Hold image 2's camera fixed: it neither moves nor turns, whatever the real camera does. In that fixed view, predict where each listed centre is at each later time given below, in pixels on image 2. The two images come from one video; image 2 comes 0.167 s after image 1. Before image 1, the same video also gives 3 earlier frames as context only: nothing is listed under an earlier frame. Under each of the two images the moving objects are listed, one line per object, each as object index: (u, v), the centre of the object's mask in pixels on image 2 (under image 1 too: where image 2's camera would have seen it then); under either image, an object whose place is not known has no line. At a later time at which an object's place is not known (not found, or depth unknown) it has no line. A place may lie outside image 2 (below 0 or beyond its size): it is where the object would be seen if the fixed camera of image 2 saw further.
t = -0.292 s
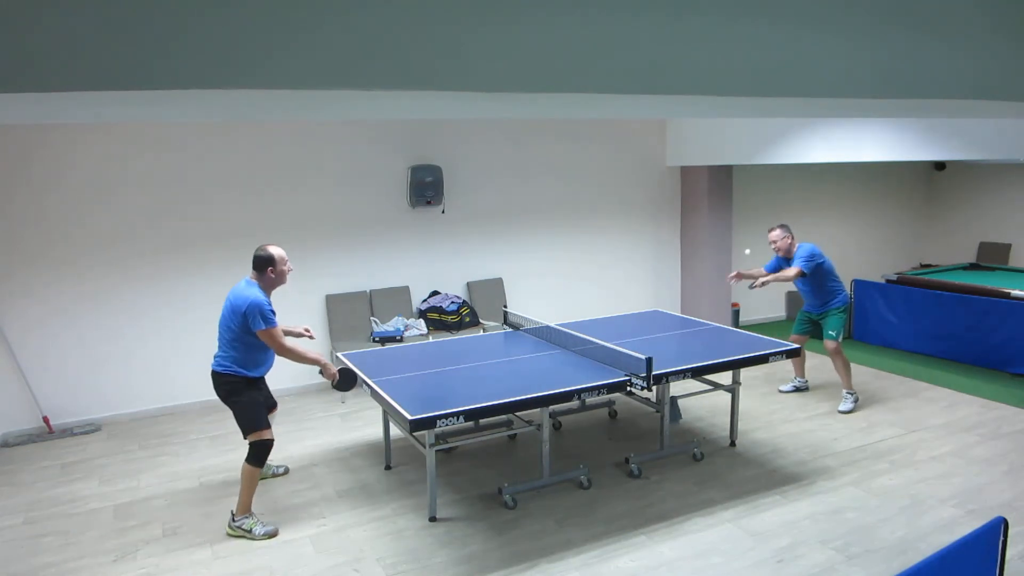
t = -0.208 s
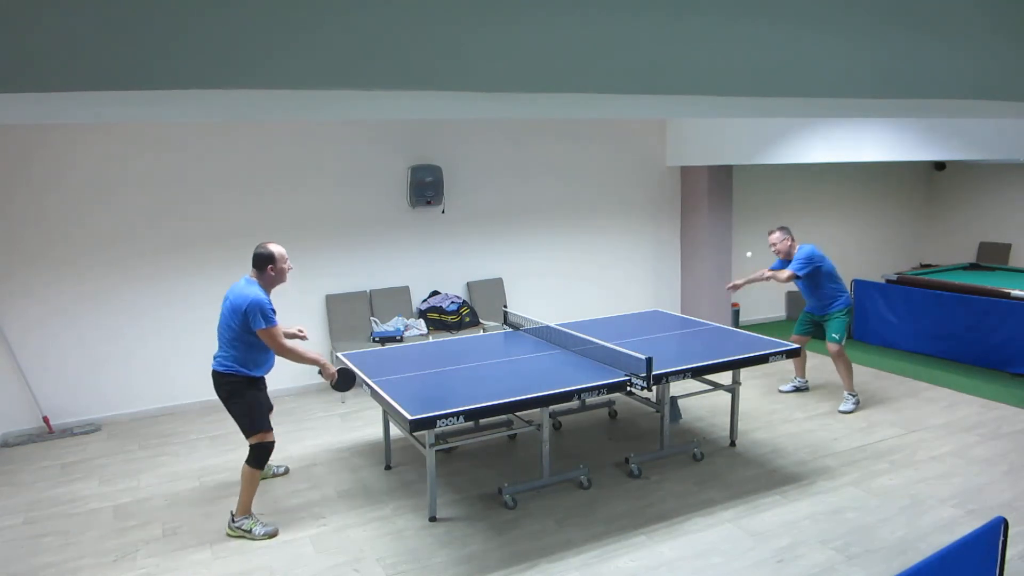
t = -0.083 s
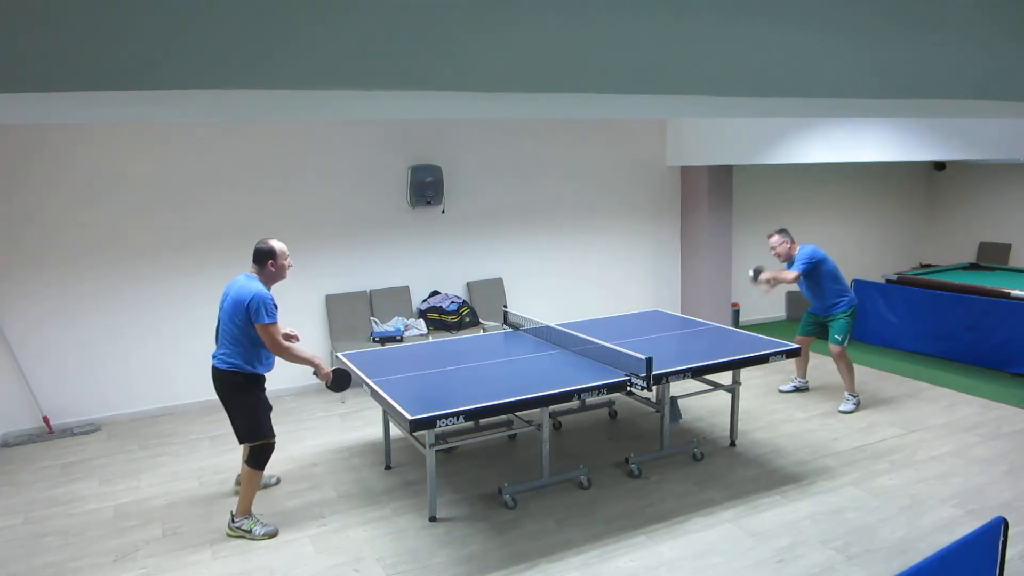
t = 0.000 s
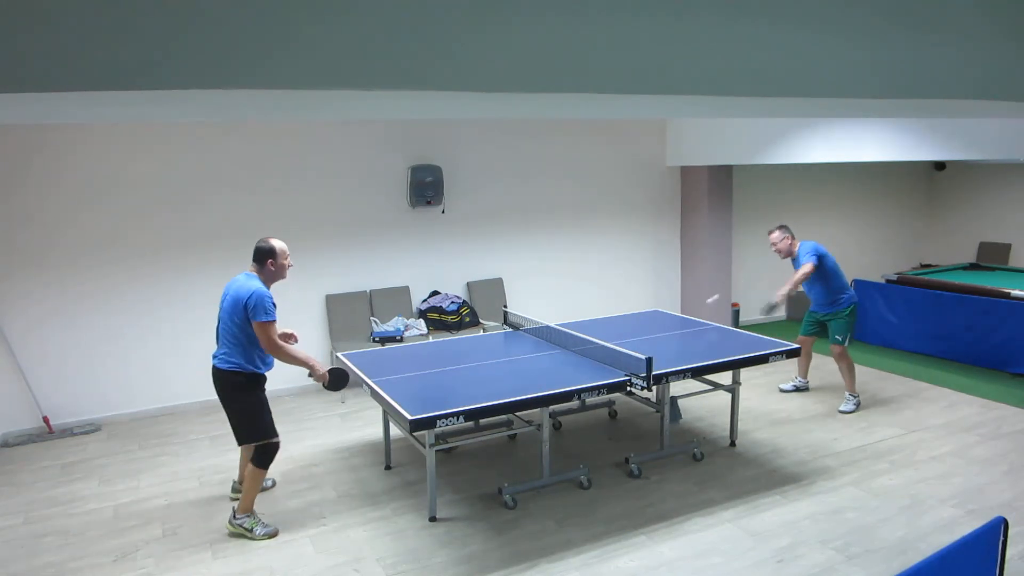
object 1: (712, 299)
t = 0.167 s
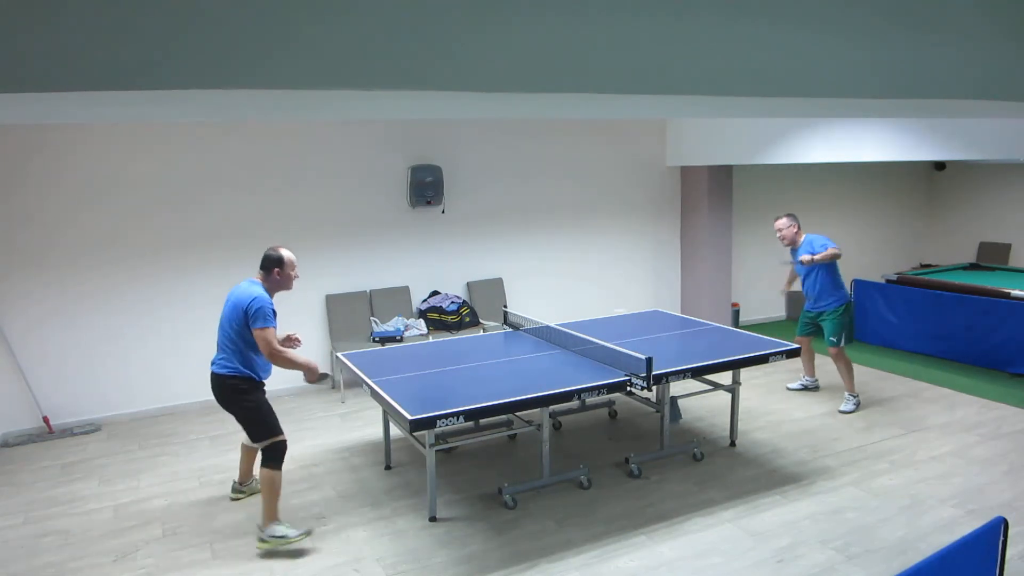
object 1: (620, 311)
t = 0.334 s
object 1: (522, 324)
